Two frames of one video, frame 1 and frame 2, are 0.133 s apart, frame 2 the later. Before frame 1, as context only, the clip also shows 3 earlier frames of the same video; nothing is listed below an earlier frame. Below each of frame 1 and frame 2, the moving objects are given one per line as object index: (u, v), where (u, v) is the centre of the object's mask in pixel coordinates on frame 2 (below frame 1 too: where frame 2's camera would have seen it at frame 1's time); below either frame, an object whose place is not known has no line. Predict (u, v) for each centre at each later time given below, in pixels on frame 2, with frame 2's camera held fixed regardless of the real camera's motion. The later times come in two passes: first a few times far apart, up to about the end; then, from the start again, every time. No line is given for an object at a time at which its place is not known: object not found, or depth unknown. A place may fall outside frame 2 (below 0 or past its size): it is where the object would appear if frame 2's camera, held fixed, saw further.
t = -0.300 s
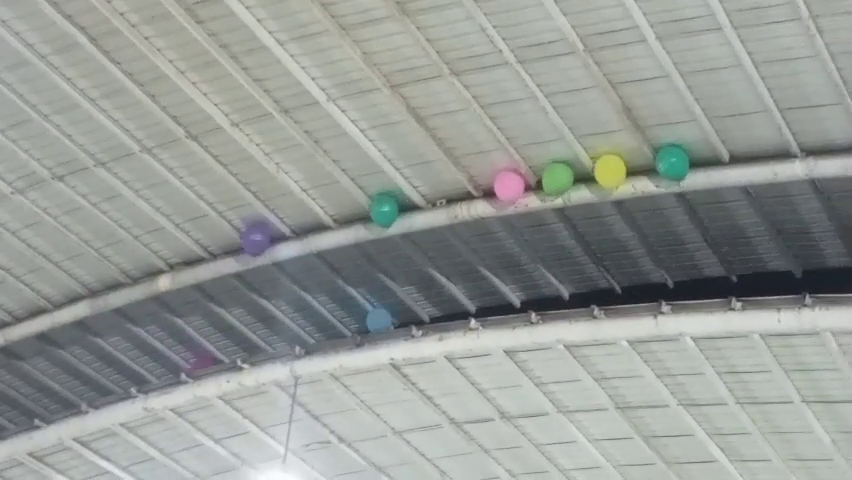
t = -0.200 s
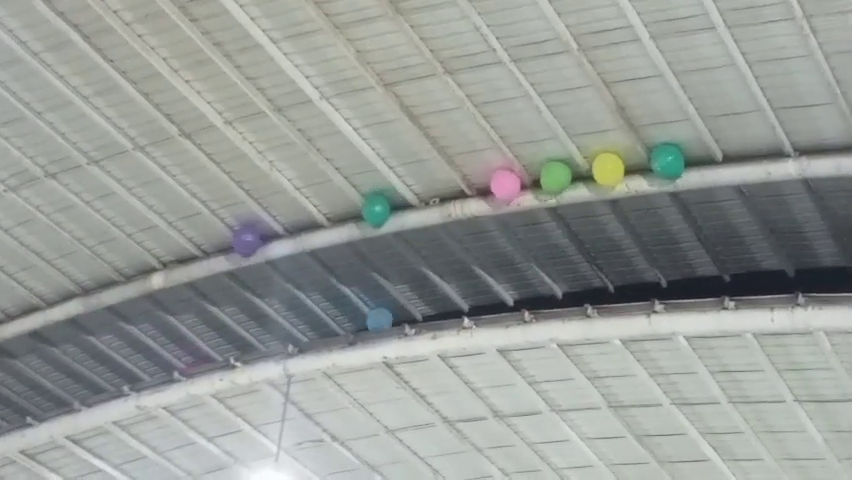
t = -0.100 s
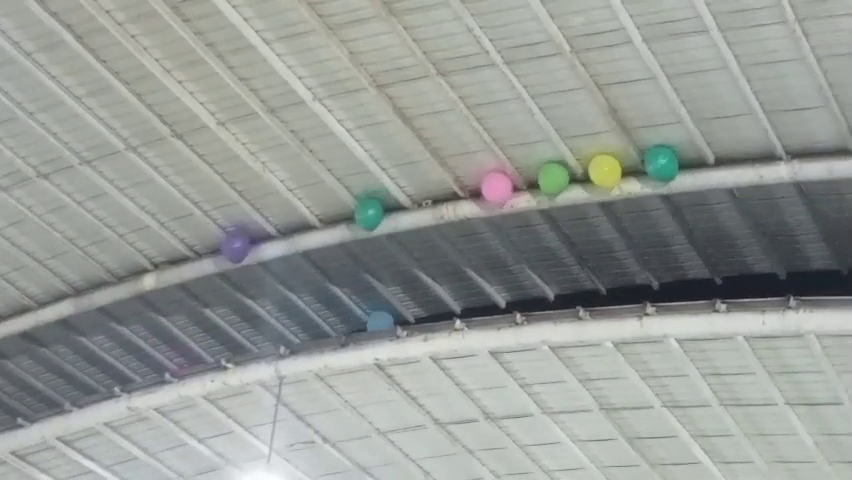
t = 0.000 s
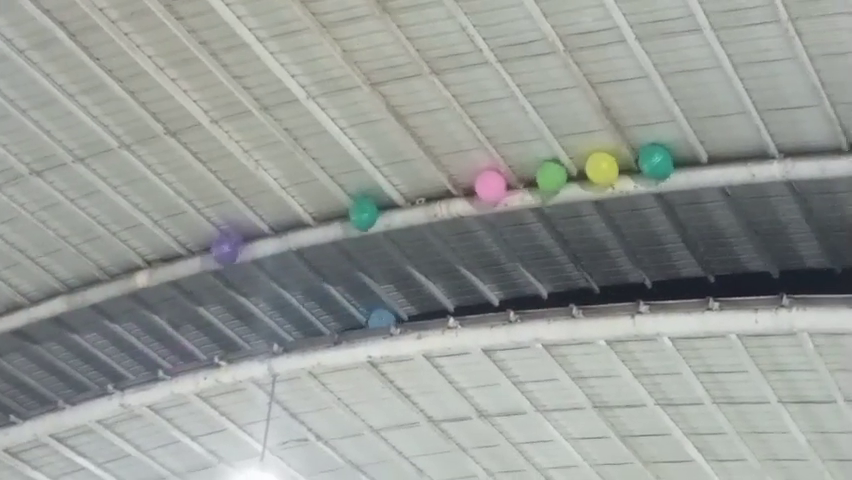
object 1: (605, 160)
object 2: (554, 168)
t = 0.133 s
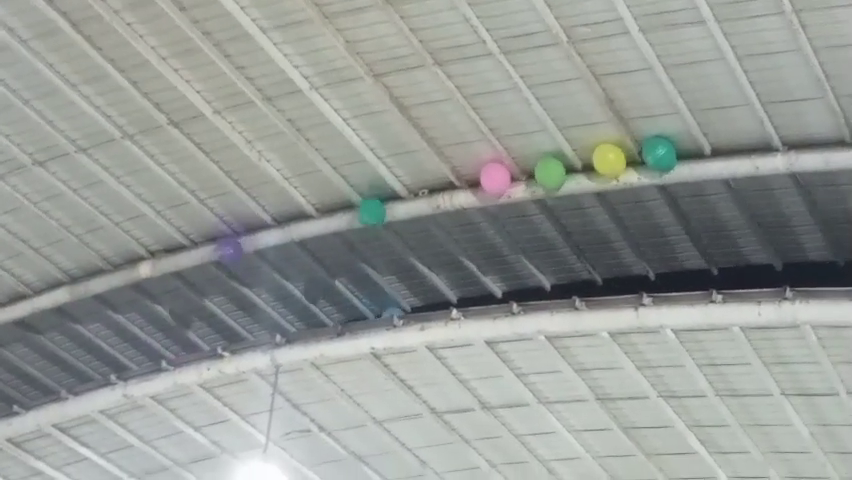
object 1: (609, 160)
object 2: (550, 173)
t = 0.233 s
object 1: (611, 160)
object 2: (546, 179)
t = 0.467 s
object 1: (614, 160)
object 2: (550, 207)
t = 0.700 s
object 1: (612, 160)
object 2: (572, 235)
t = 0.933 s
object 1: (606, 161)
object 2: (600, 248)
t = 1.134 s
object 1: (606, 161)
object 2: (622, 254)
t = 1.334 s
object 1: (605, 161)
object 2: (638, 276)
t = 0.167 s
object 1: (610, 160)
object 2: (549, 175)
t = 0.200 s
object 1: (611, 160)
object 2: (547, 176)
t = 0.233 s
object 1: (611, 160)
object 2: (546, 179)
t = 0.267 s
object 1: (611, 160)
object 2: (546, 180)
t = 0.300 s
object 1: (612, 160)
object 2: (547, 183)
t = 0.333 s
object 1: (613, 160)
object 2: (547, 187)
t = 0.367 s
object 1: (613, 160)
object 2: (547, 190)
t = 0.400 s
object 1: (614, 160)
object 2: (547, 193)
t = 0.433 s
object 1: (614, 160)
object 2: (548, 201)
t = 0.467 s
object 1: (614, 160)
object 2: (550, 207)
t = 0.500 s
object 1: (614, 160)
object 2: (553, 212)
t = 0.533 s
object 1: (614, 160)
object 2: (556, 218)
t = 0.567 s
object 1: (614, 160)
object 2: (558, 222)
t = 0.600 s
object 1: (614, 160)
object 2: (562, 225)
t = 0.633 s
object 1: (613, 160)
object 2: (565, 229)
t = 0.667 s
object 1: (613, 160)
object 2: (568, 232)
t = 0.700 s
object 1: (612, 160)
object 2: (572, 235)
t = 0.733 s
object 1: (611, 160)
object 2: (576, 237)
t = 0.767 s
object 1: (610, 160)
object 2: (580, 240)
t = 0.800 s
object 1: (610, 160)
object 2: (583, 242)
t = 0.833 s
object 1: (608, 161)
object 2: (587, 244)
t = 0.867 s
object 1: (607, 161)
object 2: (591, 245)
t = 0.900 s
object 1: (606, 161)
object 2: (596, 246)
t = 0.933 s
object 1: (606, 161)
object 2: (600, 248)
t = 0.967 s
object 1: (605, 161)
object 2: (604, 247)
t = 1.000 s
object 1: (605, 161)
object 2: (609, 248)
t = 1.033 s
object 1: (605, 161)
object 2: (613, 247)
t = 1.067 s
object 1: (605, 161)
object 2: (616, 247)
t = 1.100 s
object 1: (605, 161)
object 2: (619, 250)
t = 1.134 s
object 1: (606, 161)
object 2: (622, 254)
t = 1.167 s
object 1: (606, 161)
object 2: (624, 258)
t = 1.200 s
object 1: (606, 161)
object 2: (627, 262)
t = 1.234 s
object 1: (606, 161)
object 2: (629, 266)
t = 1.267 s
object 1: (606, 161)
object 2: (632, 270)
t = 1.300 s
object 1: (606, 161)
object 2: (635, 273)
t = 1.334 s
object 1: (605, 161)
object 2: (638, 276)
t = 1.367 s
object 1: (605, 161)
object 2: (641, 278)
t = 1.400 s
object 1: (604, 161)
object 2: (644, 279)
